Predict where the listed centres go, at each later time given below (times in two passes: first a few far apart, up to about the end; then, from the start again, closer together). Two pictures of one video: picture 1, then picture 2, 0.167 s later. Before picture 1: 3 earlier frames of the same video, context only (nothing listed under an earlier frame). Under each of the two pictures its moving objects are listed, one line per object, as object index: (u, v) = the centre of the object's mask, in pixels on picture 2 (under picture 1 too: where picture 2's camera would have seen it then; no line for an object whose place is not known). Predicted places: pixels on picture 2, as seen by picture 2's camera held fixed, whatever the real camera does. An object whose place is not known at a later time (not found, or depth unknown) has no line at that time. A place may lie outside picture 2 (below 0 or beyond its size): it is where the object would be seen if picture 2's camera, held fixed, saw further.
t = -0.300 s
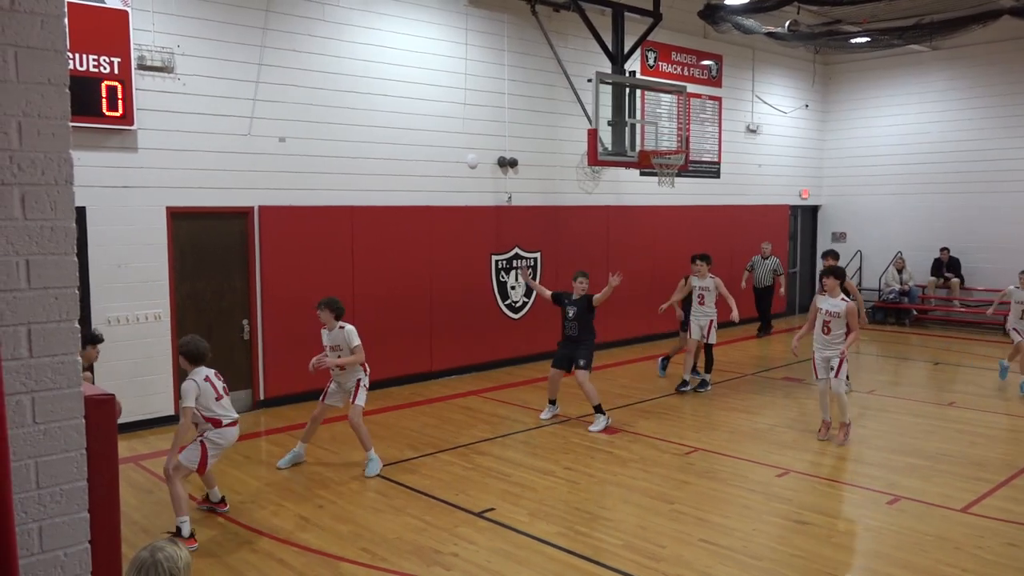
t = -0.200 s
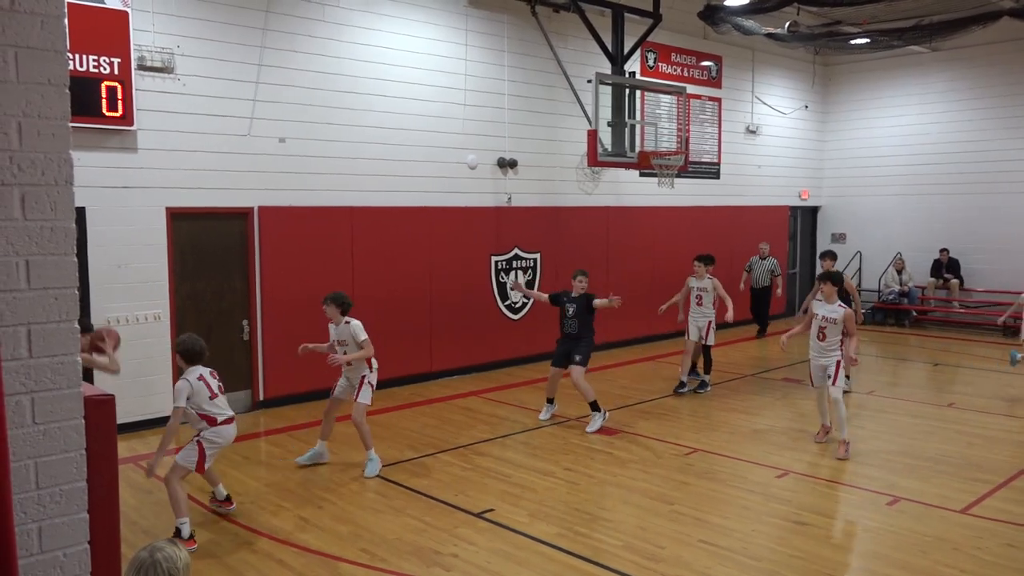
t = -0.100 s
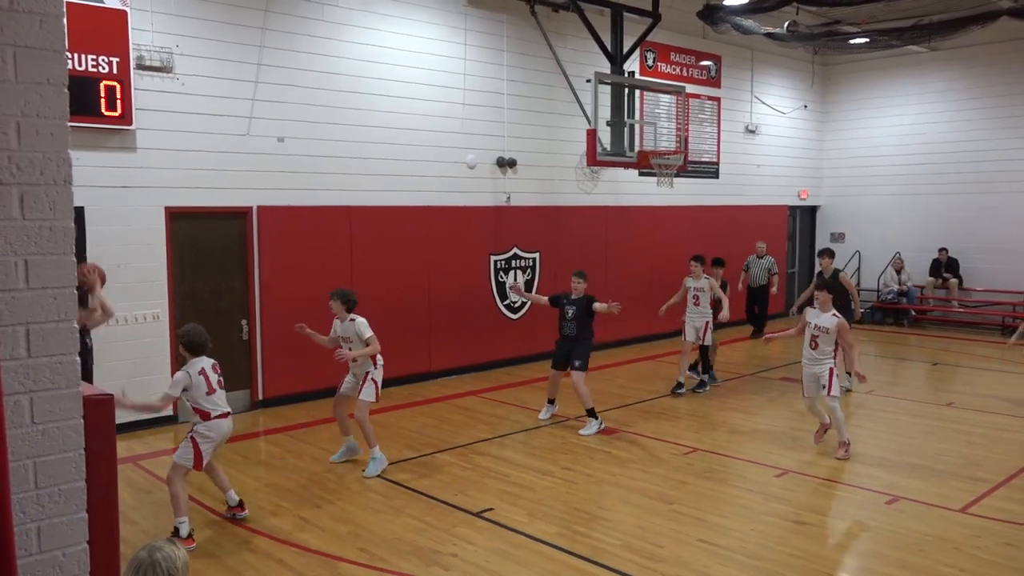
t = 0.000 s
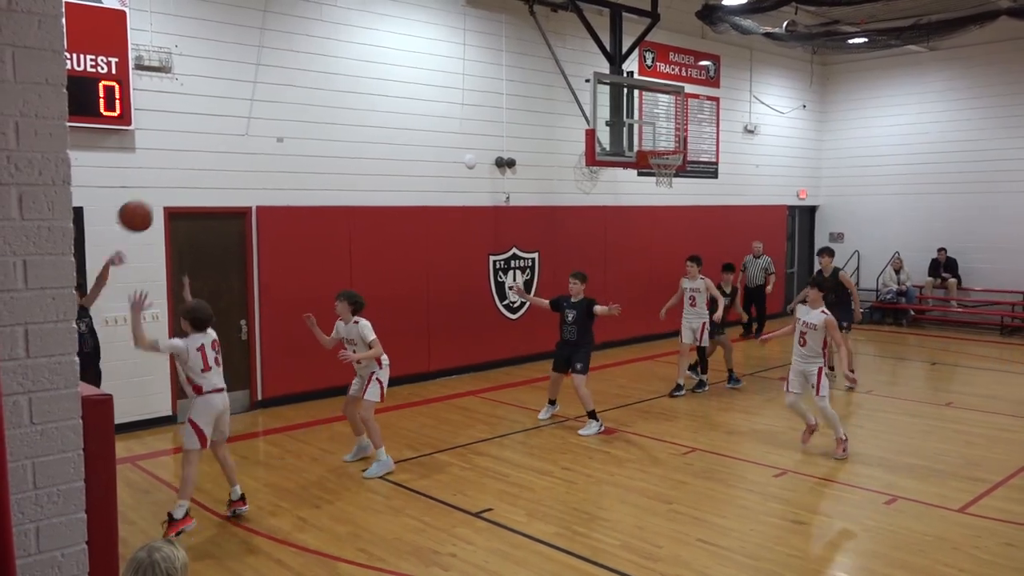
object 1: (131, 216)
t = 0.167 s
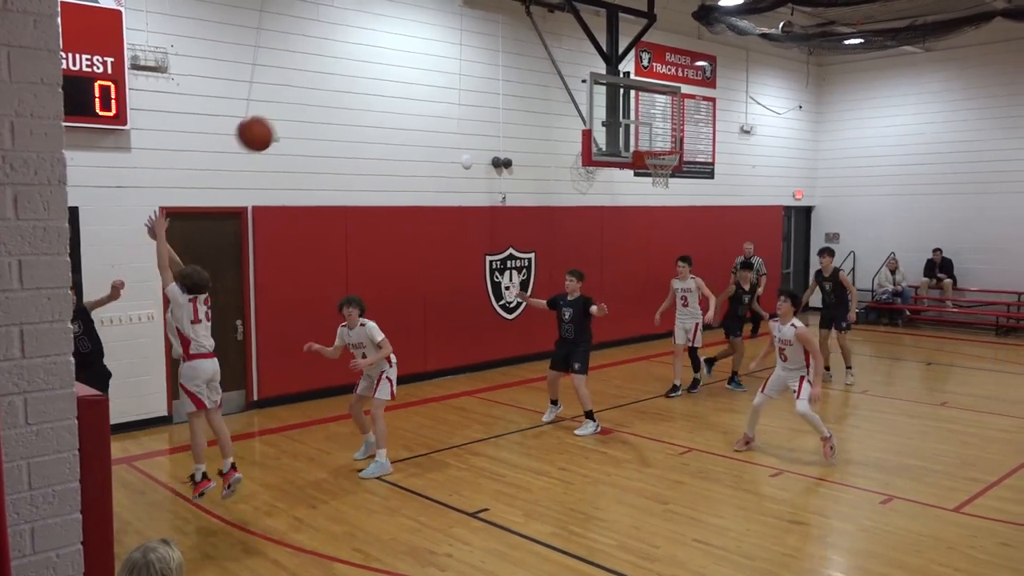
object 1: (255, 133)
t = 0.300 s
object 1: (376, 84)
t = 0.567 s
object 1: (700, 56)
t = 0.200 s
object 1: (283, 120)
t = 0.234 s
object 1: (313, 107)
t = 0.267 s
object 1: (344, 95)
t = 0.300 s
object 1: (376, 84)
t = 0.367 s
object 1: (445, 67)
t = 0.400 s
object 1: (482, 60)
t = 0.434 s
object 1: (521, 56)
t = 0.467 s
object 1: (562, 53)
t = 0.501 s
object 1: (605, 52)
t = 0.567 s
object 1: (700, 56)
